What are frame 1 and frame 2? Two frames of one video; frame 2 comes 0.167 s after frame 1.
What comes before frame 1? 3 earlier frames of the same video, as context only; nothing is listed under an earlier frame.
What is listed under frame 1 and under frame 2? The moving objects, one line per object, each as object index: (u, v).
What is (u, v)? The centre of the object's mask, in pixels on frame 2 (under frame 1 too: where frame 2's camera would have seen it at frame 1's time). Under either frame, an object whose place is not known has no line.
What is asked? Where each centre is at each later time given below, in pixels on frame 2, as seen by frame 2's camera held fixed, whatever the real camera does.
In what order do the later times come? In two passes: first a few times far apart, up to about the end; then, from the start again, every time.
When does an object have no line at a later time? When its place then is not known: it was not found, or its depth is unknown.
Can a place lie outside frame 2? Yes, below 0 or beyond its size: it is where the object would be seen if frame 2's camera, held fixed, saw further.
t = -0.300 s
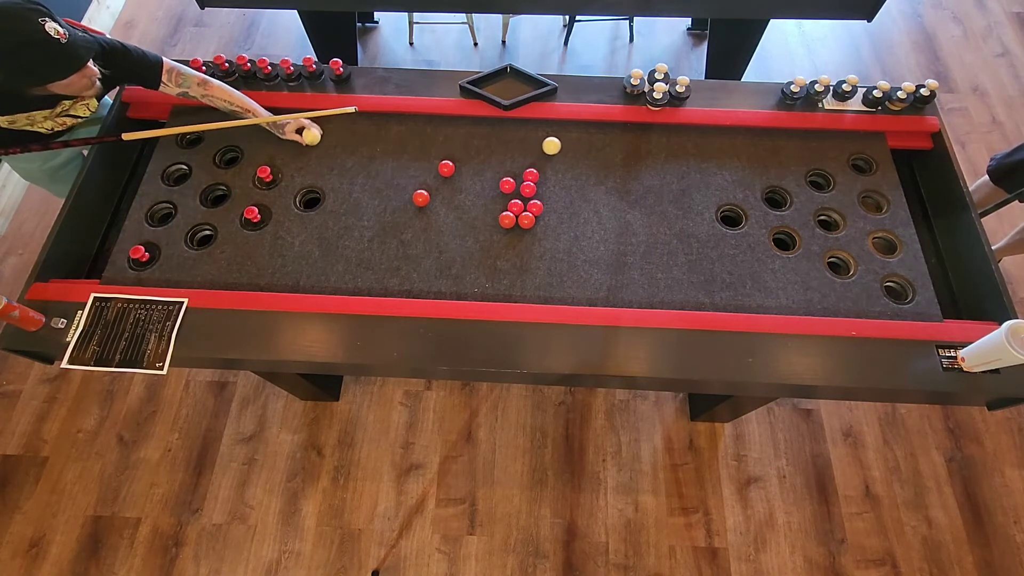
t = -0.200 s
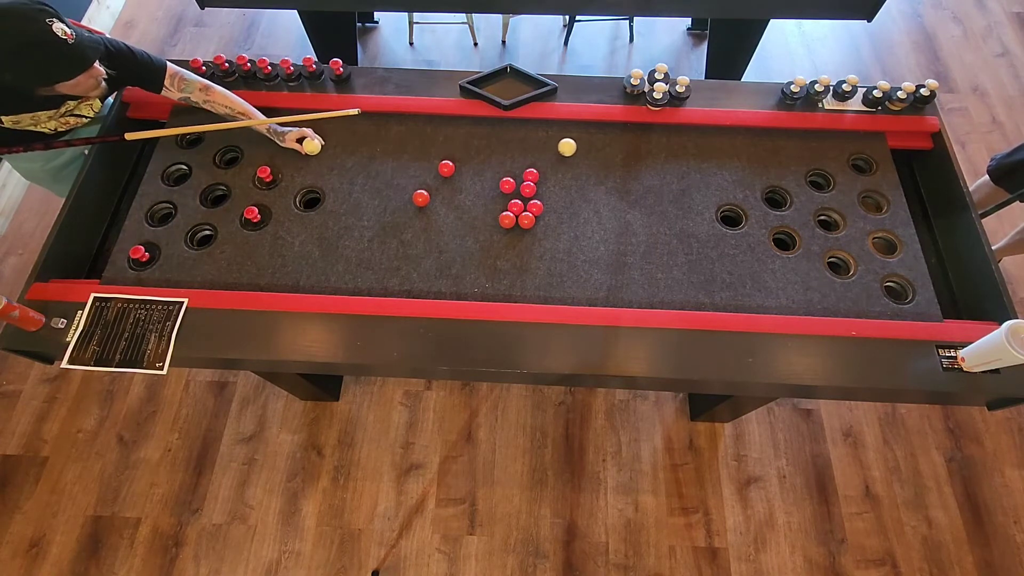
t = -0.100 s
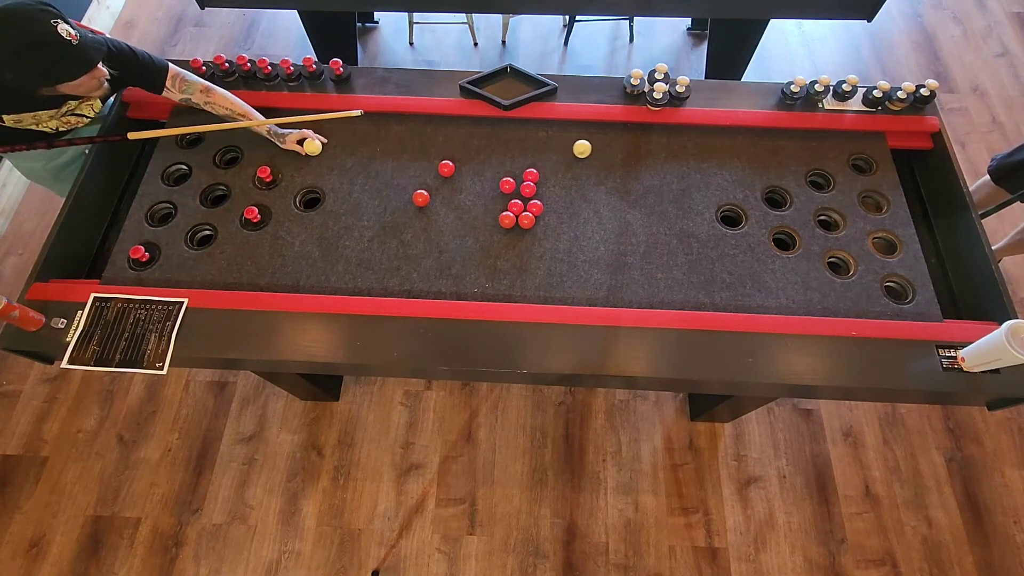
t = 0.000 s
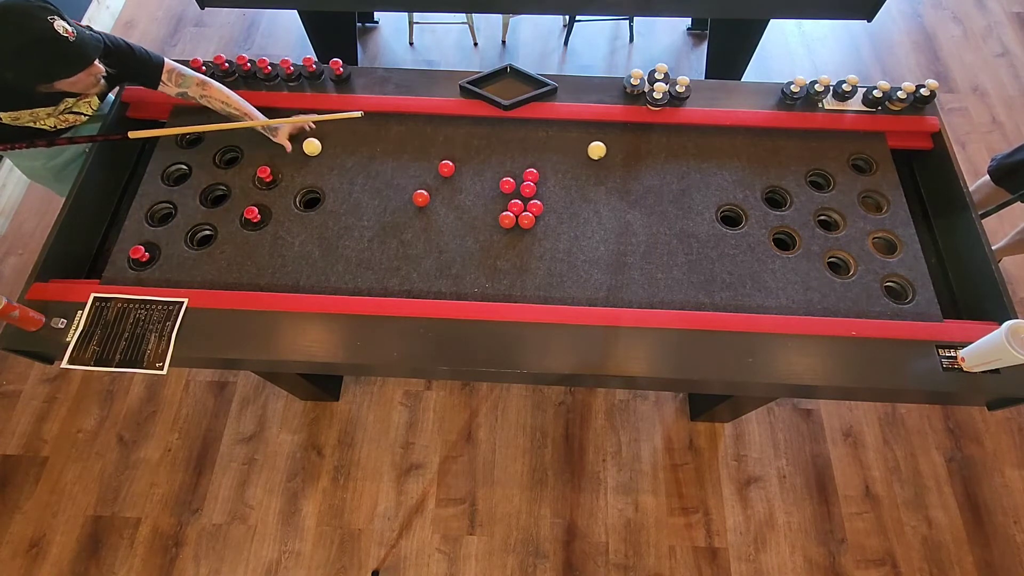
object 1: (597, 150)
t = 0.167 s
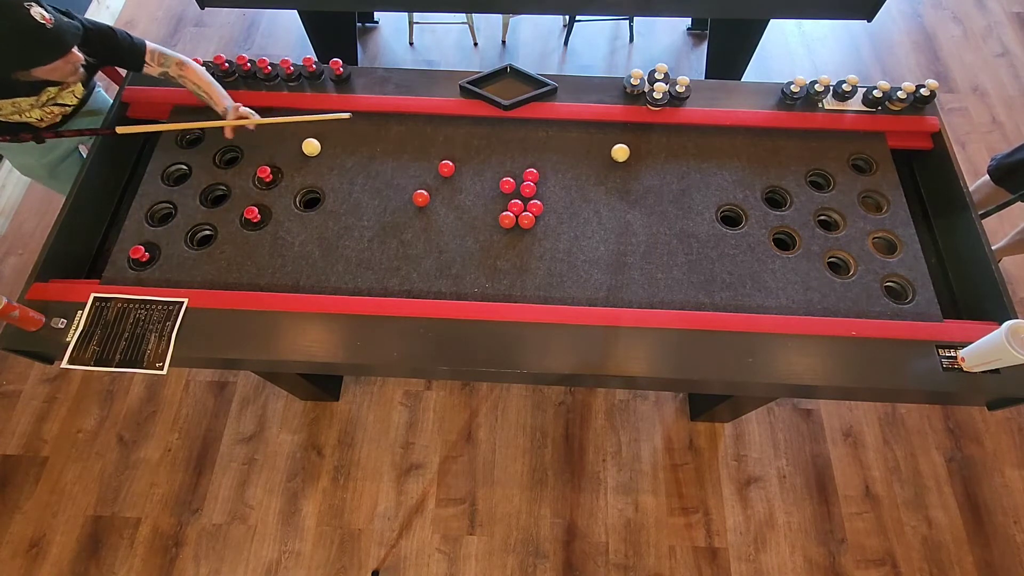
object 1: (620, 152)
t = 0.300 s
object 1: (638, 154)
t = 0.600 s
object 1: (676, 158)
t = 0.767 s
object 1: (695, 159)
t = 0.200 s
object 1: (625, 153)
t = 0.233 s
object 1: (629, 153)
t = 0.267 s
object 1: (634, 154)
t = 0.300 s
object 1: (638, 154)
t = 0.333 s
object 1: (643, 155)
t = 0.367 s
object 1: (647, 155)
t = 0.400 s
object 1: (651, 155)
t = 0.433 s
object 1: (656, 156)
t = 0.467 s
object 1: (660, 156)
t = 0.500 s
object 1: (664, 157)
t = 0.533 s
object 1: (668, 157)
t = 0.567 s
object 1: (672, 158)
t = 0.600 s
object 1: (676, 158)
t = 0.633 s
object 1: (680, 158)
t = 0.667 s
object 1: (684, 158)
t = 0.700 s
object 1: (688, 159)
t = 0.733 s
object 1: (692, 159)
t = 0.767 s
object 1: (695, 159)
